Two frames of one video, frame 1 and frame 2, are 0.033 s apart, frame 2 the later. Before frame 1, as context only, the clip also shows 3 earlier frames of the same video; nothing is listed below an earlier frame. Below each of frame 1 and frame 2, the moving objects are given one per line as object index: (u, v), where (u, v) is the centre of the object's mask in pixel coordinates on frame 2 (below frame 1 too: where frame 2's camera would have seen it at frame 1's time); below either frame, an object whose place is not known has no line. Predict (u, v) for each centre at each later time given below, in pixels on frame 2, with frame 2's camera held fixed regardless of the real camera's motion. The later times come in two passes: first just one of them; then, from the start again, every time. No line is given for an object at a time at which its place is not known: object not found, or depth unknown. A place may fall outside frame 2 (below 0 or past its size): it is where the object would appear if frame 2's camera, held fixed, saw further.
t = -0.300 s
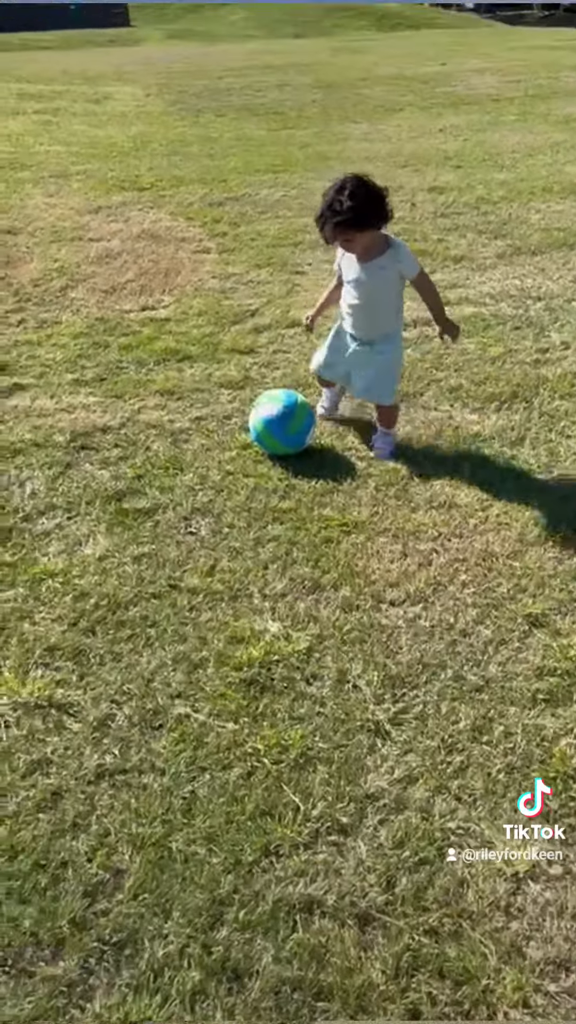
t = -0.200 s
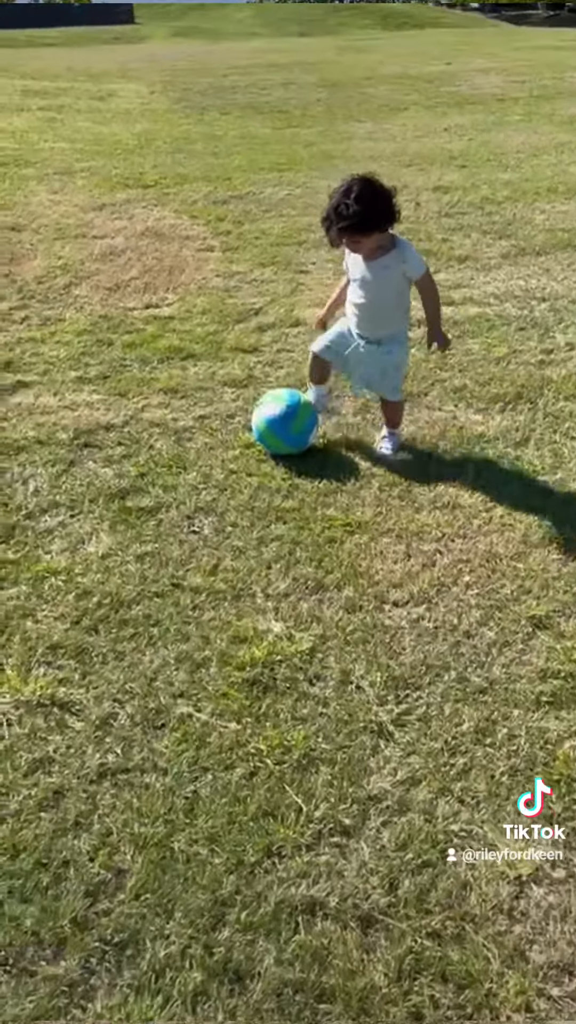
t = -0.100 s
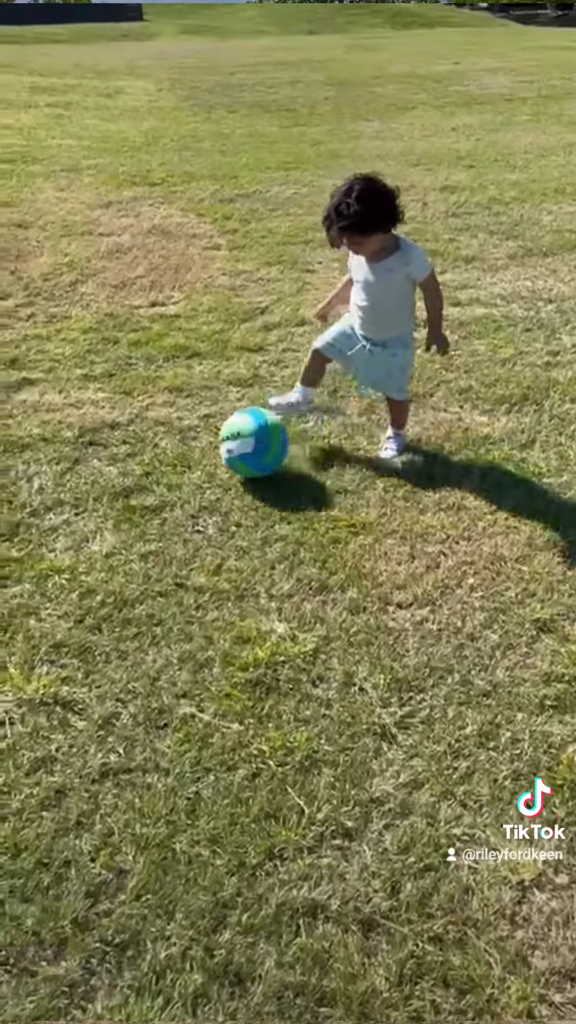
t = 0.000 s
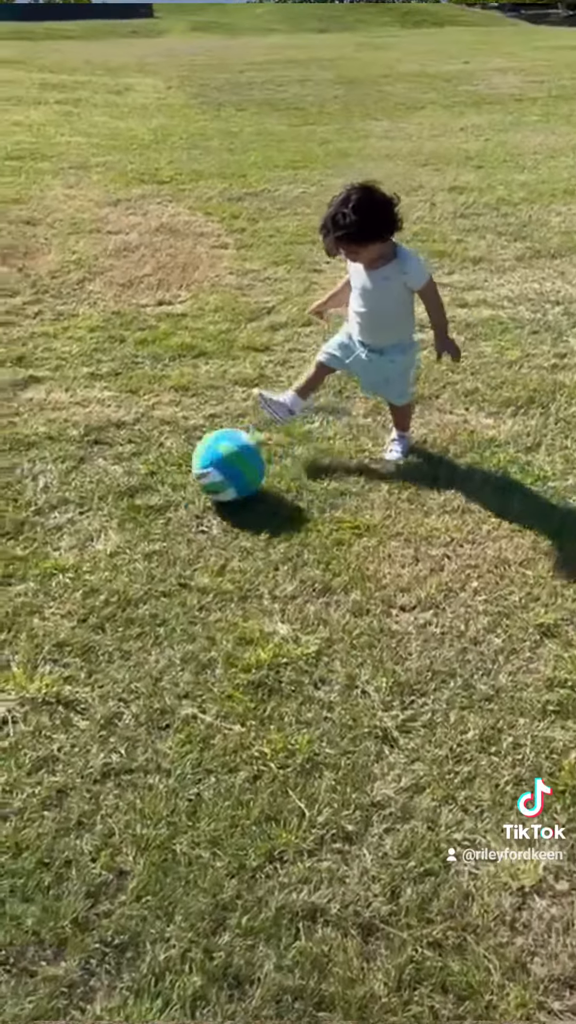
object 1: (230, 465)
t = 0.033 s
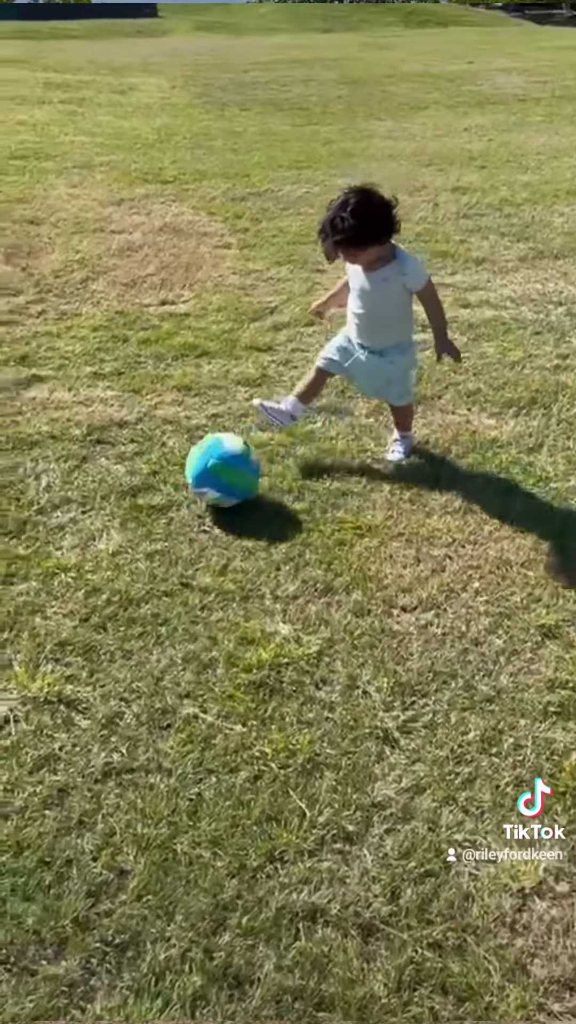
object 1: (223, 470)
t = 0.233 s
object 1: (177, 507)
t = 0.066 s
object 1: (215, 476)
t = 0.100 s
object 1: (207, 483)
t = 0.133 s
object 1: (199, 489)
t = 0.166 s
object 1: (190, 497)
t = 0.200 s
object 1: (184, 503)
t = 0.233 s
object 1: (177, 507)
